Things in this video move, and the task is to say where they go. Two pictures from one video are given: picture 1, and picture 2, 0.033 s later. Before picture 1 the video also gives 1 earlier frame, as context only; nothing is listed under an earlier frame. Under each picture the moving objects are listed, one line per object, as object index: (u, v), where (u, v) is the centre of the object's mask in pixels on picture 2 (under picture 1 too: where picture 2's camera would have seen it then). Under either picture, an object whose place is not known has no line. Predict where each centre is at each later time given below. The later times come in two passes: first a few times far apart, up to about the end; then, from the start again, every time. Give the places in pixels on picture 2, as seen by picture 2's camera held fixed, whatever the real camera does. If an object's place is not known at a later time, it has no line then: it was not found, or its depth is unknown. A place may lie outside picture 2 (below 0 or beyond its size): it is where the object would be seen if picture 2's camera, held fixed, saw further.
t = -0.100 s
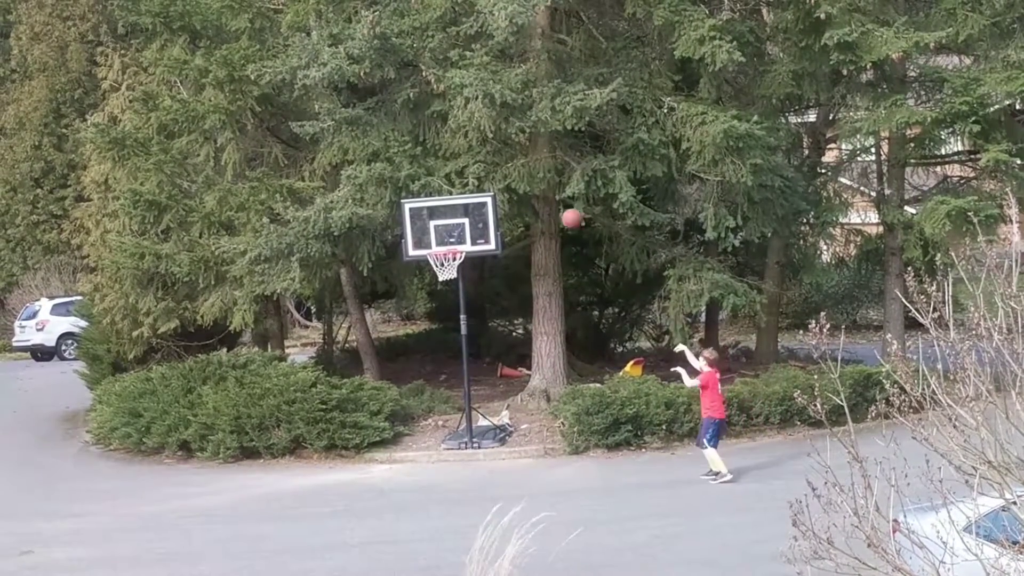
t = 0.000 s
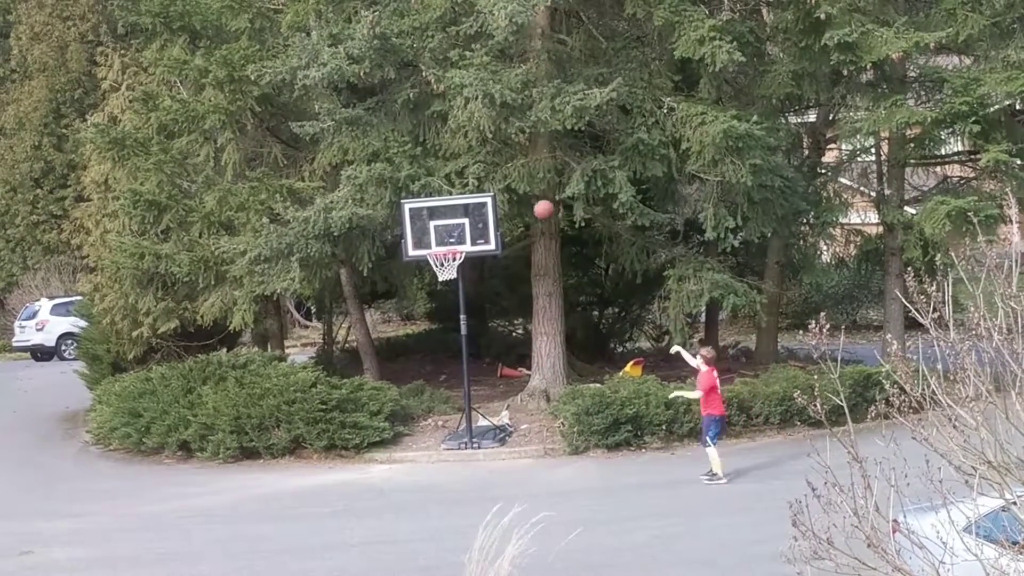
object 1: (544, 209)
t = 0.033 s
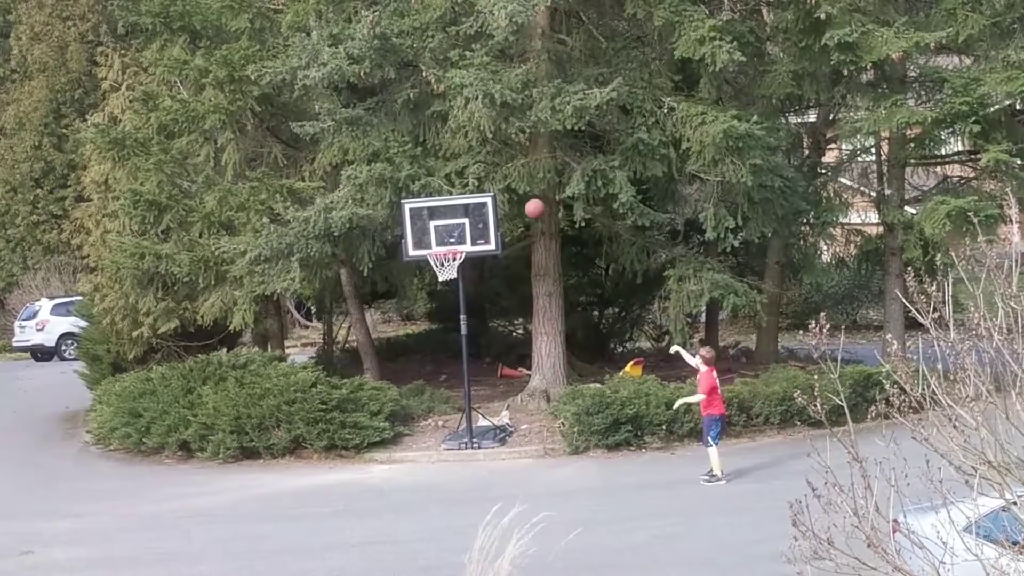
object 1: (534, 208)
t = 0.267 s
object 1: (474, 226)
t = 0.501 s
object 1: (446, 283)
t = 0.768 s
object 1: (462, 379)
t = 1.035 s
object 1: (477, 428)
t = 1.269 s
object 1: (490, 361)
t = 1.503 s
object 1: (505, 338)
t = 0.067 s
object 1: (526, 209)
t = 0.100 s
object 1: (516, 209)
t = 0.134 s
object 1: (507, 211)
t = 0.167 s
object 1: (500, 213)
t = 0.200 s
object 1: (490, 217)
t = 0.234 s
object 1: (482, 221)
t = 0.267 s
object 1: (474, 226)
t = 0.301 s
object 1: (465, 233)
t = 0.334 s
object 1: (457, 240)
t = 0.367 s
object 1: (449, 246)
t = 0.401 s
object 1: (442, 254)
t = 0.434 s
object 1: (441, 260)
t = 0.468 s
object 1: (446, 261)
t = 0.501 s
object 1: (446, 283)
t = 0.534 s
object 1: (448, 289)
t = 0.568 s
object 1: (450, 299)
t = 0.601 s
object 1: (452, 310)
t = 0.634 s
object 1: (453, 322)
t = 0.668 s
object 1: (455, 335)
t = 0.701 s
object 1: (457, 349)
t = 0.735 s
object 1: (460, 363)
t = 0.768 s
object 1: (462, 379)
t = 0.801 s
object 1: (463, 396)
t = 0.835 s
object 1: (467, 413)
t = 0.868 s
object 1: (468, 432)
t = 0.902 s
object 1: (471, 452)
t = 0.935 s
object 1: (473, 470)
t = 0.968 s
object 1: (475, 455)
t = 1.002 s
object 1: (476, 441)
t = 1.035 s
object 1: (477, 428)
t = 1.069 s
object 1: (479, 416)
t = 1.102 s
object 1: (481, 405)
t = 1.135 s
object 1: (481, 394)
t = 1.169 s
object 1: (484, 384)
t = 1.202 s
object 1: (486, 375)
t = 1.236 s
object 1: (488, 367)
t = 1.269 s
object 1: (490, 361)
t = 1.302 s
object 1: (492, 355)
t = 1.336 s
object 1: (494, 350)
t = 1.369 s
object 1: (497, 346)
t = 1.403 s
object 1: (498, 342)
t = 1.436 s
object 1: (501, 340)
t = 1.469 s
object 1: (503, 338)
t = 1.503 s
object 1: (505, 338)
